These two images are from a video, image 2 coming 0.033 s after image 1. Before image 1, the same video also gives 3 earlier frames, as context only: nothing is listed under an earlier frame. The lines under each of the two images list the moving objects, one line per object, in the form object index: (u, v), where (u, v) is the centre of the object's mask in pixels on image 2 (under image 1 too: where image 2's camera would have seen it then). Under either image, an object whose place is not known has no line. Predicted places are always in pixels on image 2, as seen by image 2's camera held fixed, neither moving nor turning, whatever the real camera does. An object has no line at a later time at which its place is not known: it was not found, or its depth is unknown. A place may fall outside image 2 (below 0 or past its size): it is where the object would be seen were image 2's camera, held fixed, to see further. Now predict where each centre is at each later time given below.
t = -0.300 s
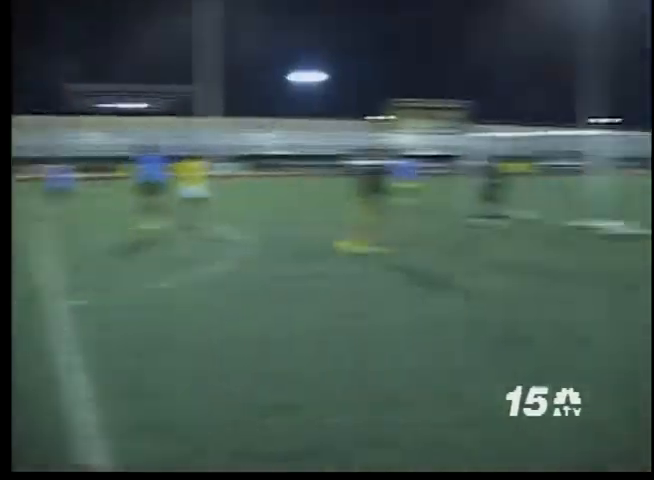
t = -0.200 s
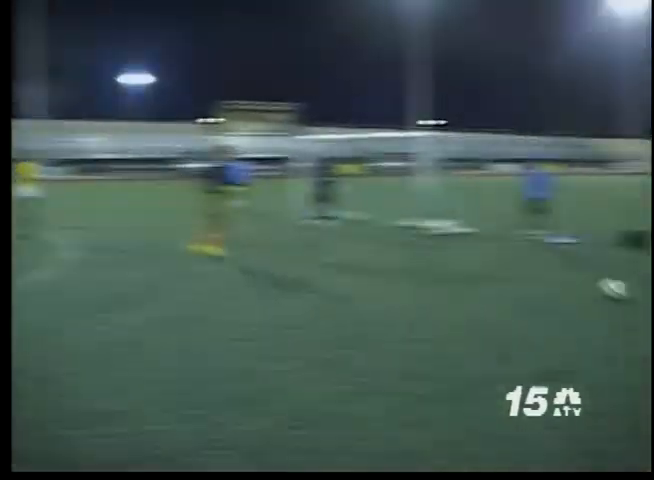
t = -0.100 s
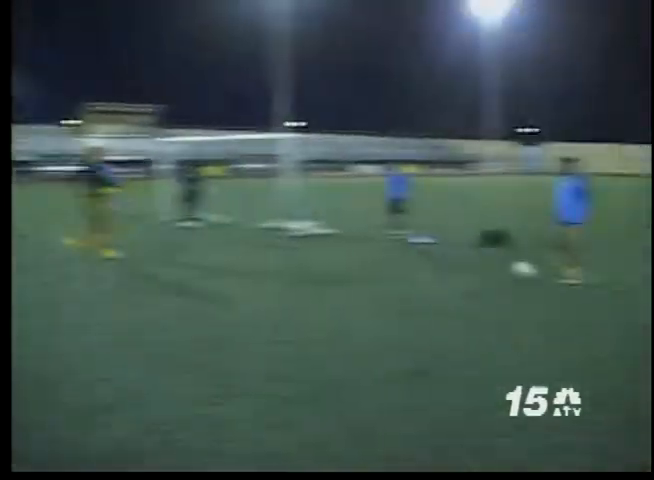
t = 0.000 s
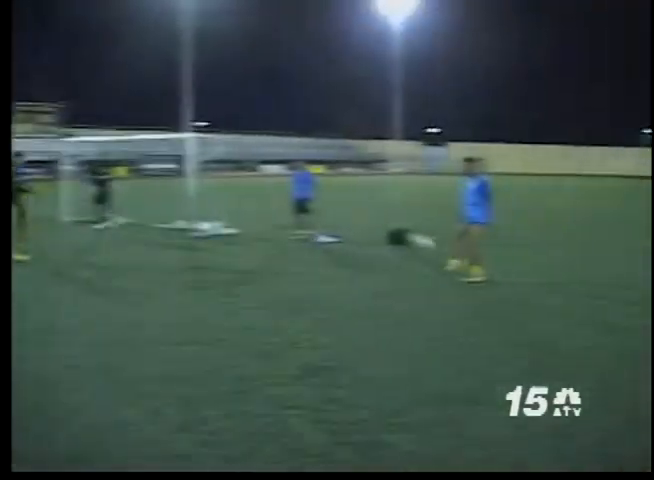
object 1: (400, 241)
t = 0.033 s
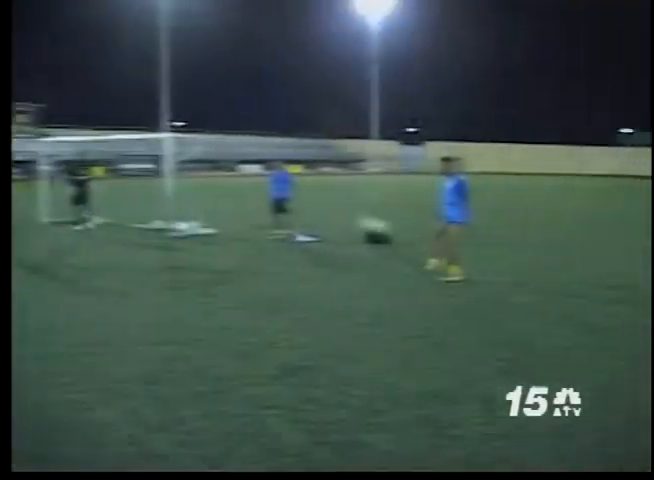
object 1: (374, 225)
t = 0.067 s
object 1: (348, 210)
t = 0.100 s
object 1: (325, 195)
